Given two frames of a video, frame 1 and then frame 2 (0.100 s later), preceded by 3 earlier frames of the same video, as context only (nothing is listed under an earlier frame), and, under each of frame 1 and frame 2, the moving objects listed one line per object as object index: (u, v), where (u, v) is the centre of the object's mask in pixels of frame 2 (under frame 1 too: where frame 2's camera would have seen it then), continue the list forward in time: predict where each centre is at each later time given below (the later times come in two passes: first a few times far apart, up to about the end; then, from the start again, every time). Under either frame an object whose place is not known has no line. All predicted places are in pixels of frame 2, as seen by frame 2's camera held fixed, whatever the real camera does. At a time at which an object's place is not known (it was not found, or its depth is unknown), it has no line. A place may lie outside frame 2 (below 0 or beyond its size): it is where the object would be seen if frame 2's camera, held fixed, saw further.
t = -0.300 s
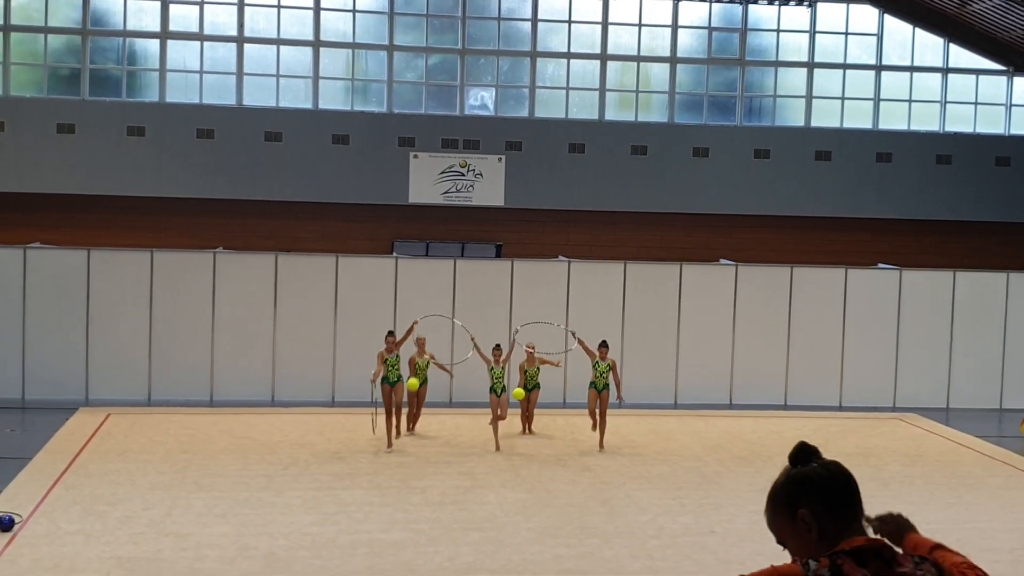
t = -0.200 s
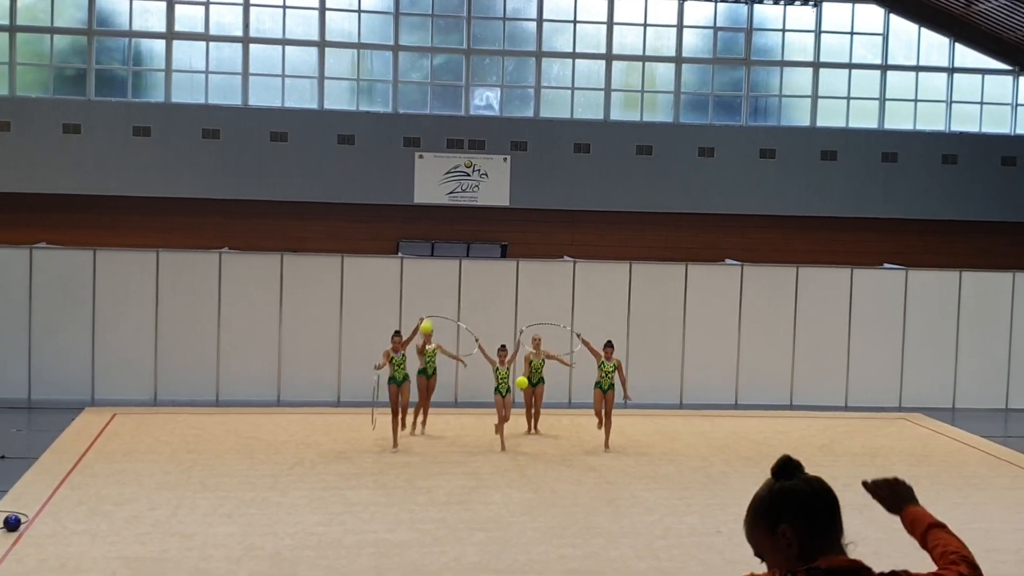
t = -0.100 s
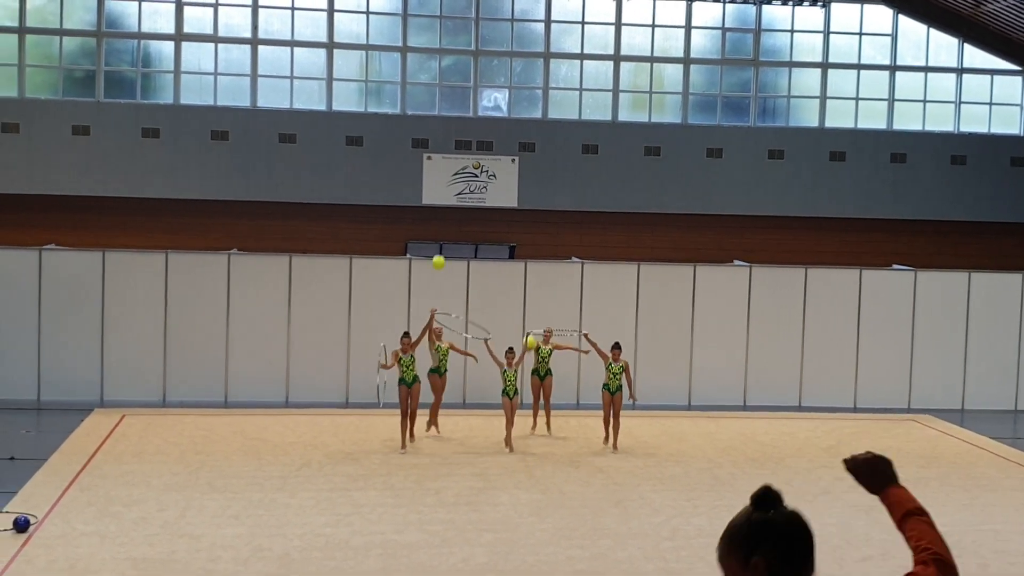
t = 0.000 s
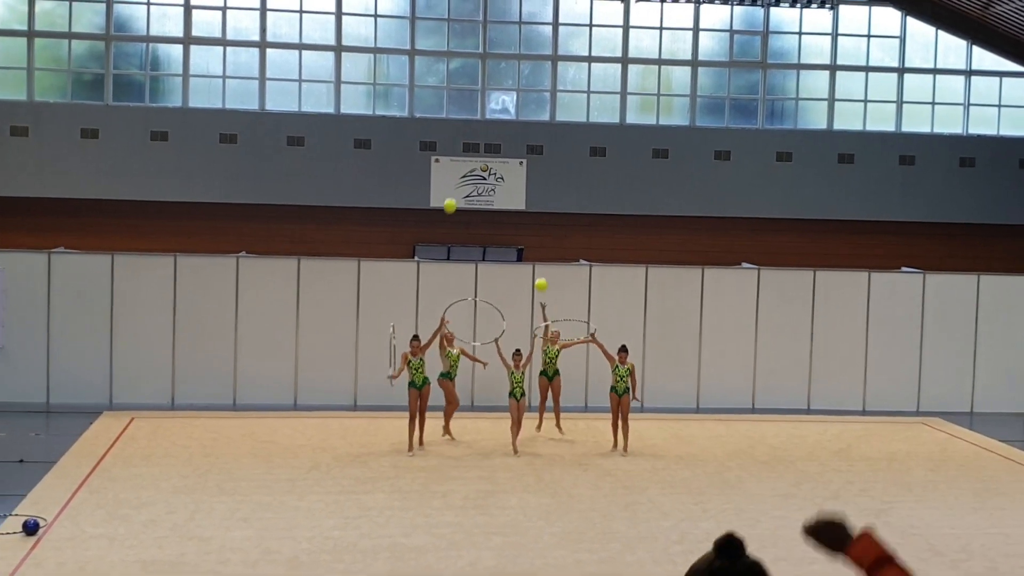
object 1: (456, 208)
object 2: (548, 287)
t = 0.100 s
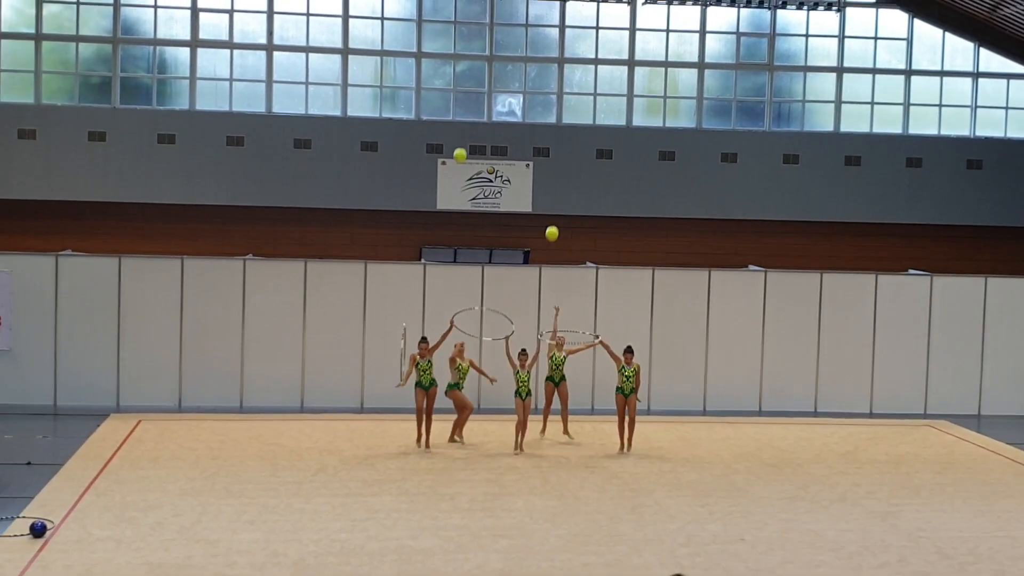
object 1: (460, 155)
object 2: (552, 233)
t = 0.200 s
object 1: (463, 109)
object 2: (556, 186)
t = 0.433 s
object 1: (469, 28)
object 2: (566, 103)
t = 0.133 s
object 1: (461, 139)
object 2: (553, 217)
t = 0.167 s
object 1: (461, 124)
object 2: (555, 201)
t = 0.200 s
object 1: (463, 109)
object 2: (556, 186)
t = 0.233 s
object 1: (464, 95)
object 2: (558, 172)
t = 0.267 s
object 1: (465, 82)
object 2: (559, 159)
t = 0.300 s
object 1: (466, 70)
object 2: (561, 146)
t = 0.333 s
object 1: (467, 58)
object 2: (562, 134)
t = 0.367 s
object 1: (467, 47)
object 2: (563, 123)
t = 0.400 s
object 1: (468, 37)
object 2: (565, 112)
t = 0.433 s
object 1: (469, 28)
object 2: (566, 103)
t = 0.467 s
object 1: (470, 19)
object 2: (568, 93)
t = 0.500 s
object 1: (471, 12)
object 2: (569, 85)
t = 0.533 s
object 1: (472, 4)
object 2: (570, 78)
